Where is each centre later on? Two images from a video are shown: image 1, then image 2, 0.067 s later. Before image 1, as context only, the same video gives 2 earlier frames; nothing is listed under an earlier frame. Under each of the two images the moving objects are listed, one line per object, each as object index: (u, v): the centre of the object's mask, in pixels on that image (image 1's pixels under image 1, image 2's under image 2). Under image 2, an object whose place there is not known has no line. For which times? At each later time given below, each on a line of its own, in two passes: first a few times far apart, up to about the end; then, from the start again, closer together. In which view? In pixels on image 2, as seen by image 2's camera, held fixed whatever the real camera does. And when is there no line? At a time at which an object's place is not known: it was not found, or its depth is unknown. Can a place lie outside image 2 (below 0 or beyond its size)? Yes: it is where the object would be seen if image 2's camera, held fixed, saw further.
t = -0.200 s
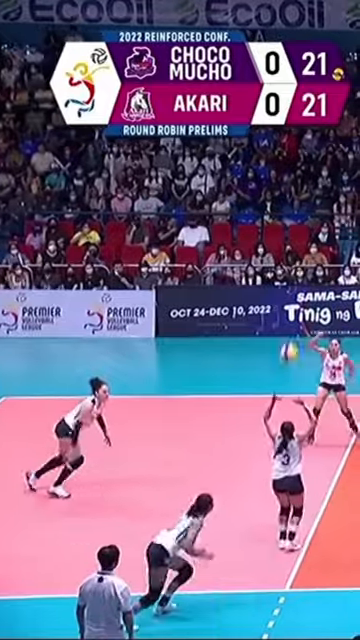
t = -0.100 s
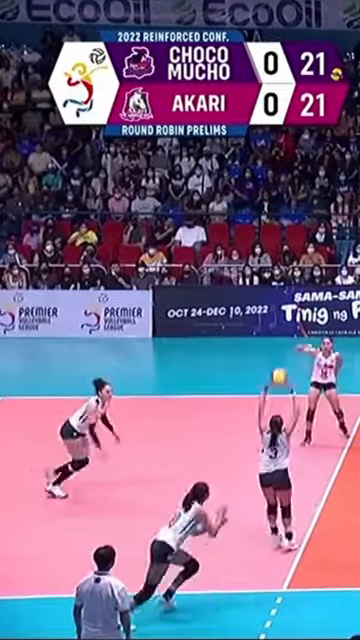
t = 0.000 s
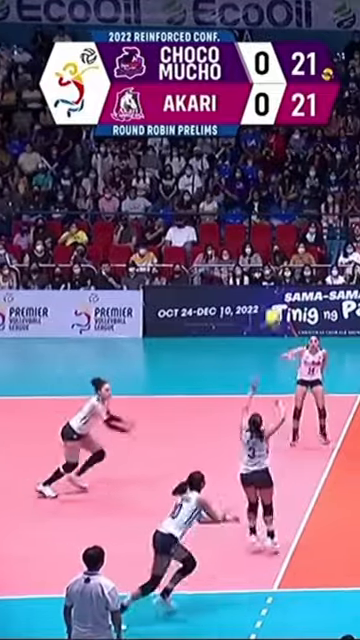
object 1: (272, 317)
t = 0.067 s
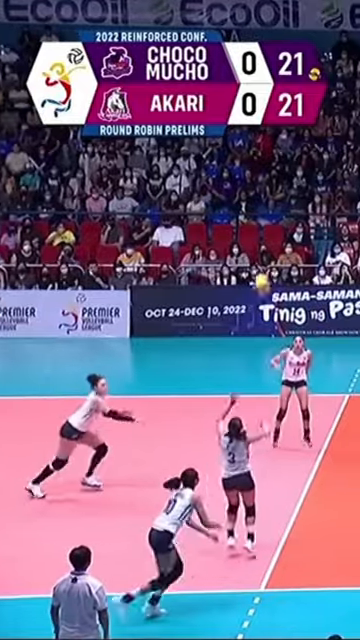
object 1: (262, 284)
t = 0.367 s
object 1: (271, 176)
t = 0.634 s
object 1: (281, 144)
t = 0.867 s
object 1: (292, 160)
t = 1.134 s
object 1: (305, 224)
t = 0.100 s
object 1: (263, 267)
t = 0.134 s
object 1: (263, 254)
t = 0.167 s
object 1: (264, 240)
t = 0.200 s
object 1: (265, 227)
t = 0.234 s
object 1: (266, 215)
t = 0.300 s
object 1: (268, 193)
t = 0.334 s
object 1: (269, 184)
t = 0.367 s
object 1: (271, 176)
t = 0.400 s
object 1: (271, 170)
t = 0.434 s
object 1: (273, 164)
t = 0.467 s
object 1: (274, 159)
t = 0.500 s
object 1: (274, 158)
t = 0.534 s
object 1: (275, 154)
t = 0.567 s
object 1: (277, 150)
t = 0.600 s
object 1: (279, 146)
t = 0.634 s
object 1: (281, 144)
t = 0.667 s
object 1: (282, 144)
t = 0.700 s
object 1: (283, 144)
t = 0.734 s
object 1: (285, 145)
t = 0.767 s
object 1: (287, 148)
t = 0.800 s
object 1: (288, 151)
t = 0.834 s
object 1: (290, 155)
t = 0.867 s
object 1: (292, 160)
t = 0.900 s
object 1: (294, 166)
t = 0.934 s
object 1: (295, 172)
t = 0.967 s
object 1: (297, 178)
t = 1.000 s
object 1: (298, 186)
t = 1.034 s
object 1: (300, 195)
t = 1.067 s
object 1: (302, 203)
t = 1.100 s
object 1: (303, 213)
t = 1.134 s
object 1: (305, 224)
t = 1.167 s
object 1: (306, 234)
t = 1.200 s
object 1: (307, 234)
